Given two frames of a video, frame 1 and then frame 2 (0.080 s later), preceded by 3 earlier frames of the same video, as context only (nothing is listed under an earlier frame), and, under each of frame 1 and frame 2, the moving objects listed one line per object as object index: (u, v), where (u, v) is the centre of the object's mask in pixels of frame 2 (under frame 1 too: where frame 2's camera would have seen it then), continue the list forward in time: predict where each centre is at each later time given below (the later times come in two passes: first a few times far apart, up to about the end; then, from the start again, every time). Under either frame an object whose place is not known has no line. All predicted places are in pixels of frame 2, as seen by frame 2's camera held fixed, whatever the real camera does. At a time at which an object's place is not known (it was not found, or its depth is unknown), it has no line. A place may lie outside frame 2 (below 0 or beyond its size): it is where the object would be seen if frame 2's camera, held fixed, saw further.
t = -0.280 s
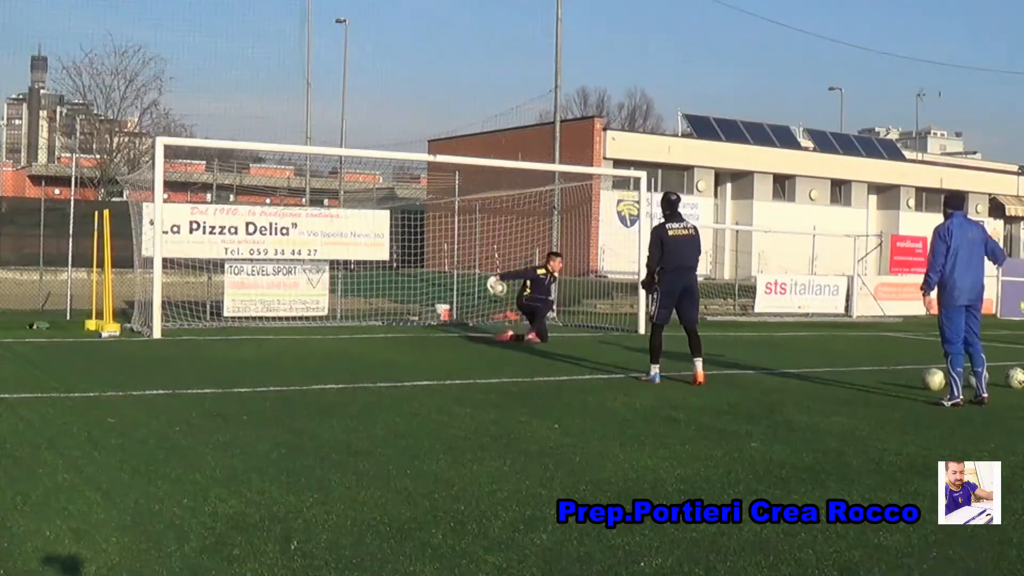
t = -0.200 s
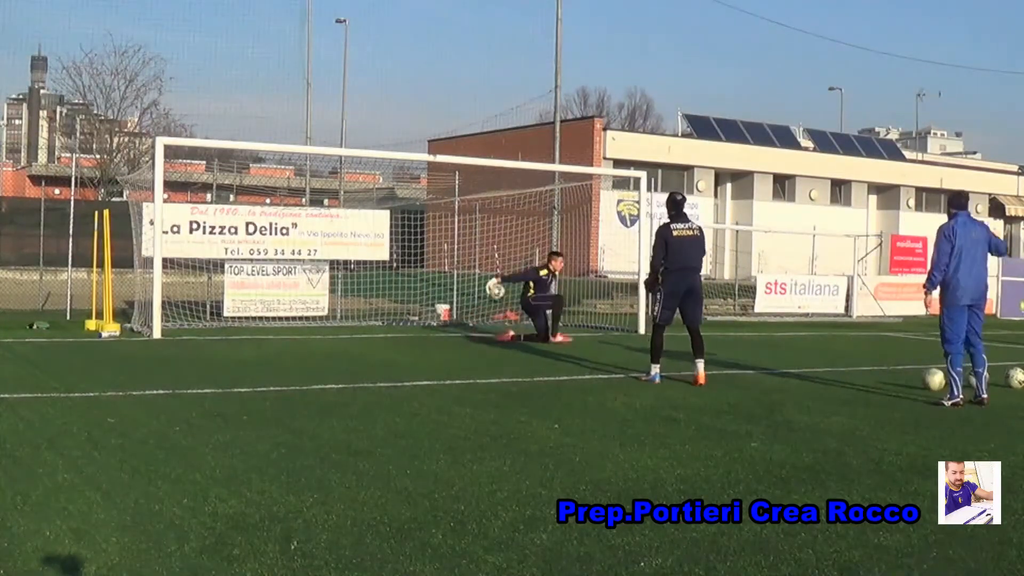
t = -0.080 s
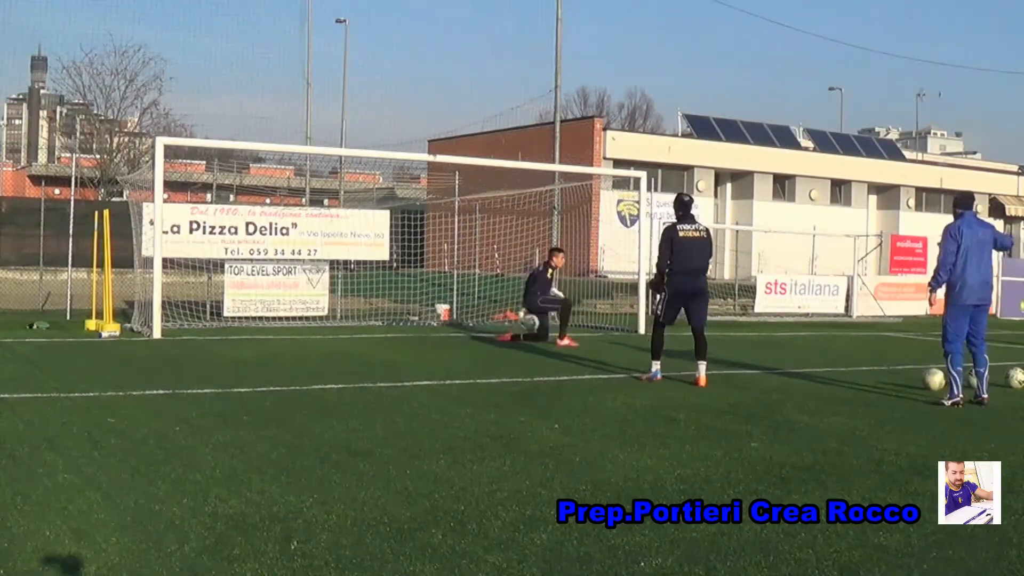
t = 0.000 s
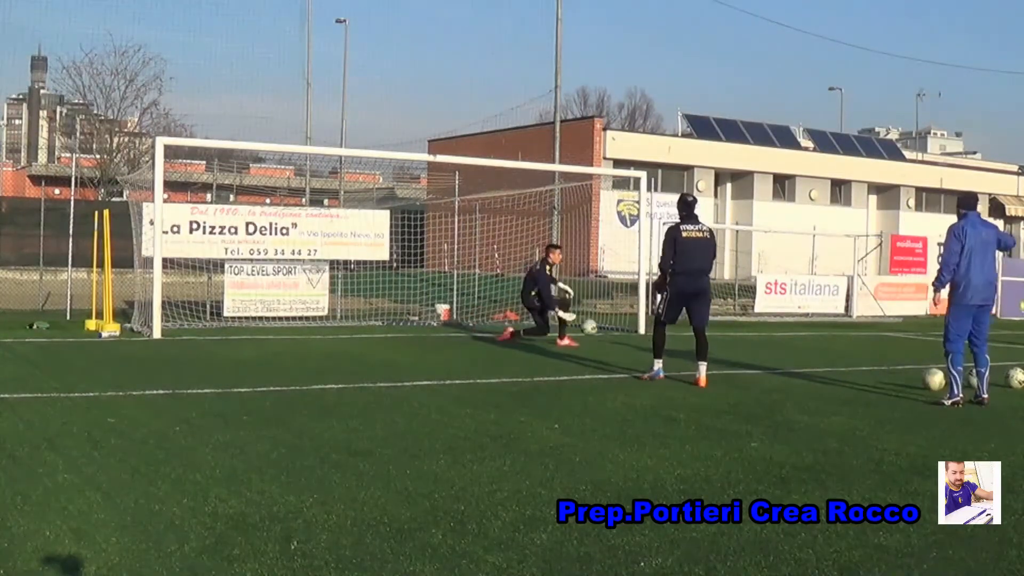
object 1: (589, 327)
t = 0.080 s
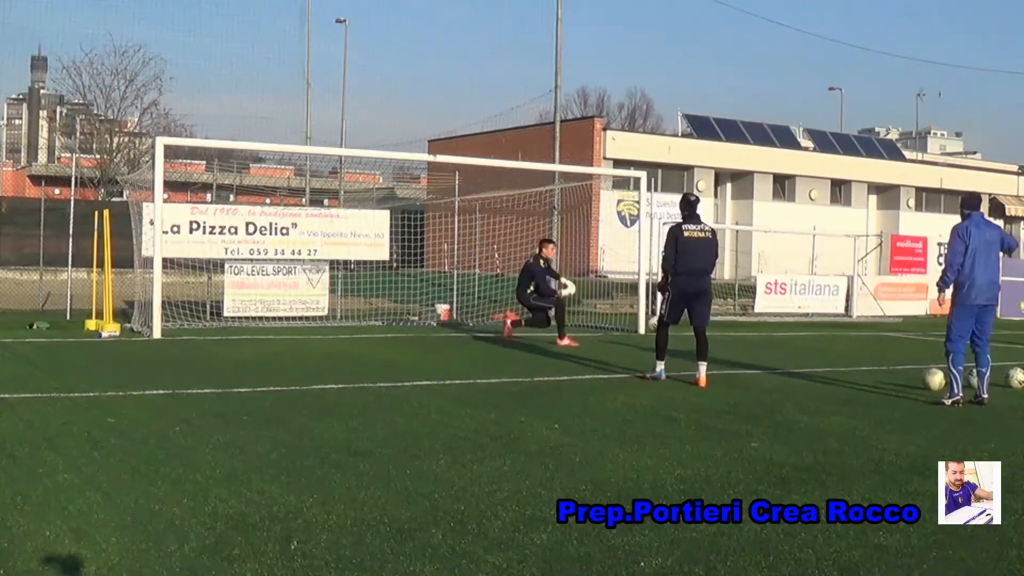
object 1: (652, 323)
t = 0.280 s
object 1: (808, 334)
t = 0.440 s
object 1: (905, 336)
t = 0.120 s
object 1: (686, 323)
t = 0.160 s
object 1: (717, 325)
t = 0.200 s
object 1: (748, 327)
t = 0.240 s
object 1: (779, 331)
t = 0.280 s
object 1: (808, 334)
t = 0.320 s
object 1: (838, 343)
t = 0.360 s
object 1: (864, 345)
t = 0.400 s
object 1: (885, 340)
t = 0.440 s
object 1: (905, 336)
